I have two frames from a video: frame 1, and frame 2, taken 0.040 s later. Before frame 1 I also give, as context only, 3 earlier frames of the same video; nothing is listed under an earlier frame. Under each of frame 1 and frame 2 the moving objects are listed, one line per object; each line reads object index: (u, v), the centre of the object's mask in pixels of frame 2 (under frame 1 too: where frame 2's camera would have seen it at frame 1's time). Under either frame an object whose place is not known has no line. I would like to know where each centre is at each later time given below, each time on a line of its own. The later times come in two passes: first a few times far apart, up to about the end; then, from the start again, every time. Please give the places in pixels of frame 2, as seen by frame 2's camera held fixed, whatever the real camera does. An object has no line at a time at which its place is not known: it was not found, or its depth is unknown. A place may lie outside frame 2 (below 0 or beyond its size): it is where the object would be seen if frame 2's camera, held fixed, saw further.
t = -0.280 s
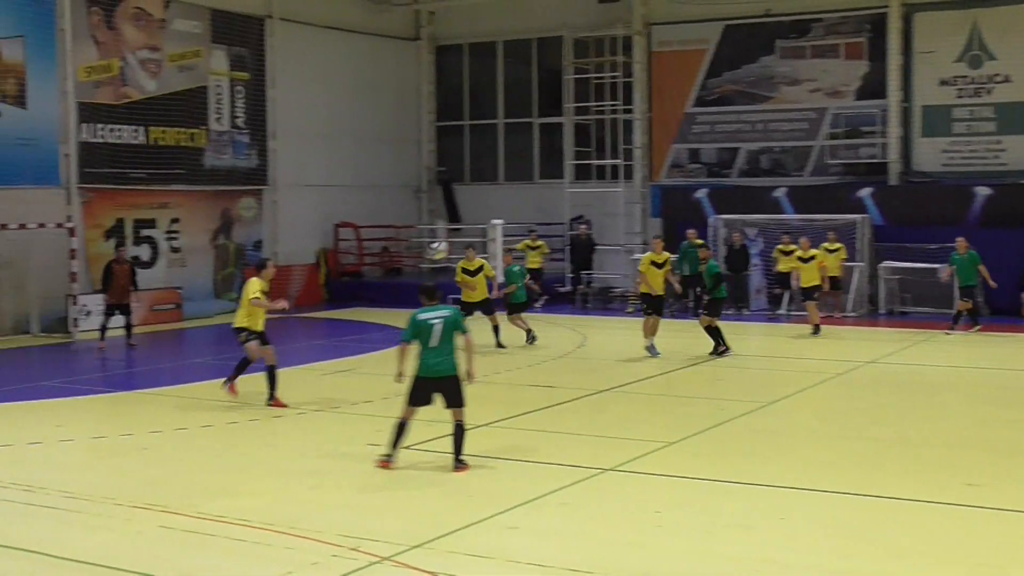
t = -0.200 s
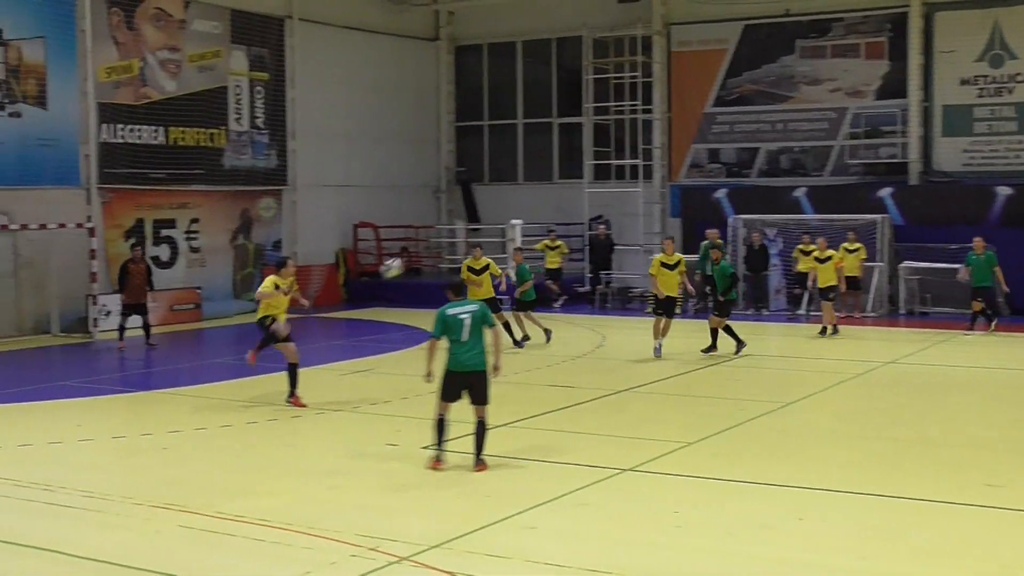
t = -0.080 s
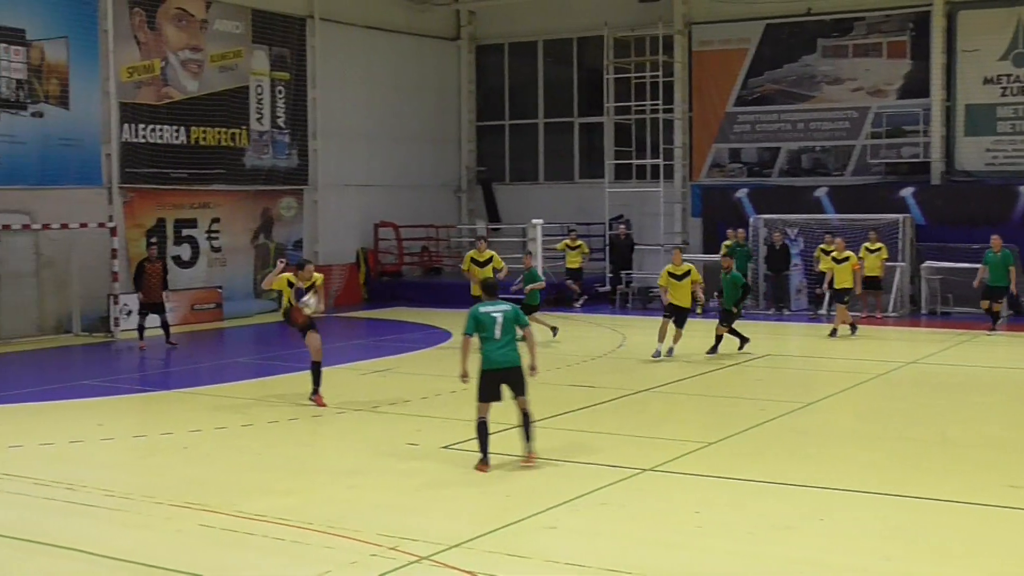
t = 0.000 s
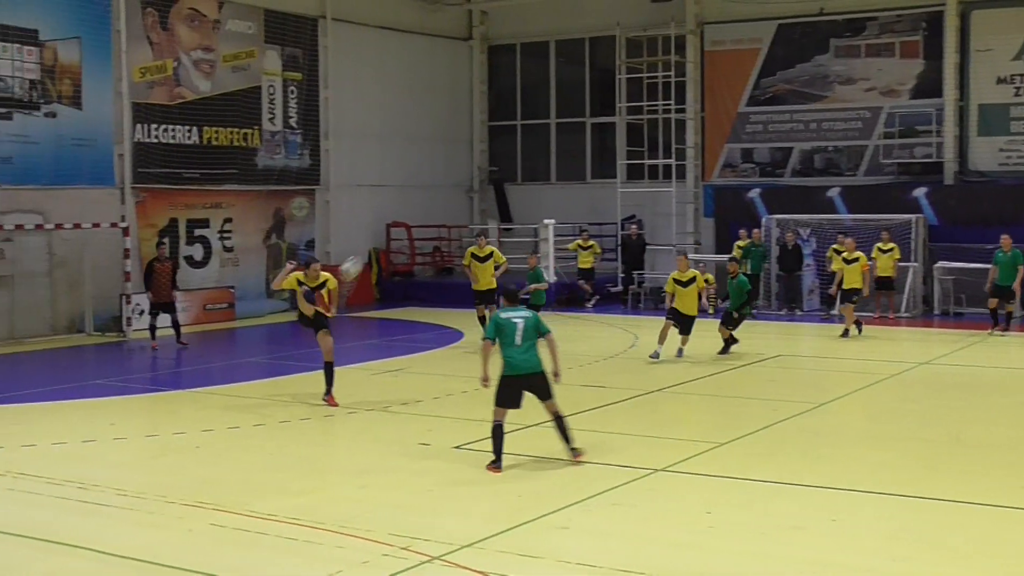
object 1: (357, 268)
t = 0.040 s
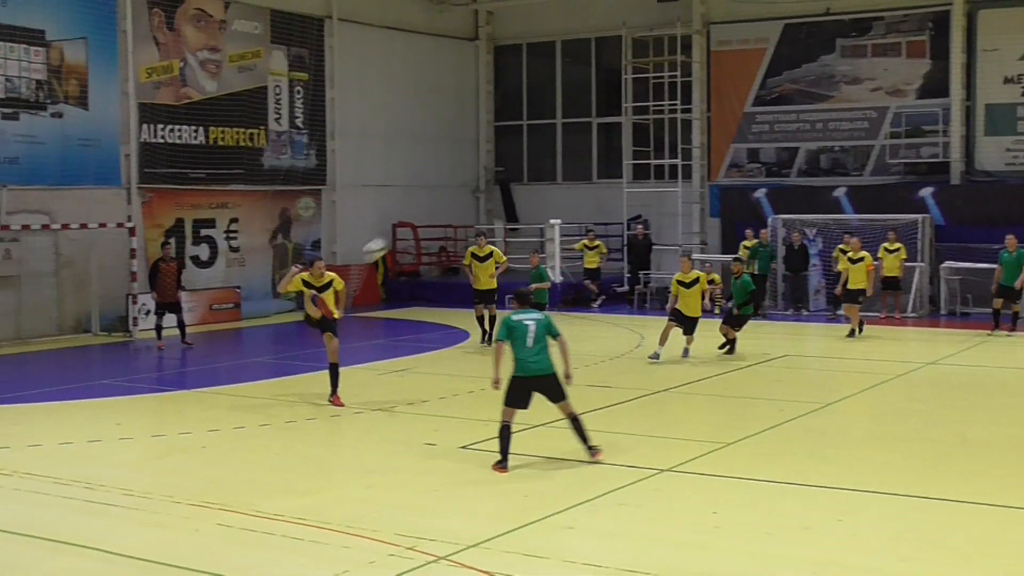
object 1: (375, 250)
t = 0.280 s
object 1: (498, 157)
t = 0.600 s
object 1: (689, 111)
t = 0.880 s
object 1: (880, 163)
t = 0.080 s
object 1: (395, 231)
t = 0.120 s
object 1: (414, 214)
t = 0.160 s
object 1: (436, 197)
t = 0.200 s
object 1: (456, 183)
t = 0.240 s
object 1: (476, 170)
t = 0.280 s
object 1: (498, 157)
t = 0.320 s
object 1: (520, 146)
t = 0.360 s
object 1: (544, 136)
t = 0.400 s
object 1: (567, 128)
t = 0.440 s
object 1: (590, 122)
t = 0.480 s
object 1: (614, 117)
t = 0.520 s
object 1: (640, 113)
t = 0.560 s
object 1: (663, 111)
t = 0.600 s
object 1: (689, 111)
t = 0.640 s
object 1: (715, 113)
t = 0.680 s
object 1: (740, 116)
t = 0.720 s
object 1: (767, 121)
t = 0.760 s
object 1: (794, 128)
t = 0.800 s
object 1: (822, 138)
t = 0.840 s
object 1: (851, 150)
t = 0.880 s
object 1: (880, 163)
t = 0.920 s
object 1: (911, 180)
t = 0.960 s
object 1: (942, 199)
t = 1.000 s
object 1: (974, 220)
